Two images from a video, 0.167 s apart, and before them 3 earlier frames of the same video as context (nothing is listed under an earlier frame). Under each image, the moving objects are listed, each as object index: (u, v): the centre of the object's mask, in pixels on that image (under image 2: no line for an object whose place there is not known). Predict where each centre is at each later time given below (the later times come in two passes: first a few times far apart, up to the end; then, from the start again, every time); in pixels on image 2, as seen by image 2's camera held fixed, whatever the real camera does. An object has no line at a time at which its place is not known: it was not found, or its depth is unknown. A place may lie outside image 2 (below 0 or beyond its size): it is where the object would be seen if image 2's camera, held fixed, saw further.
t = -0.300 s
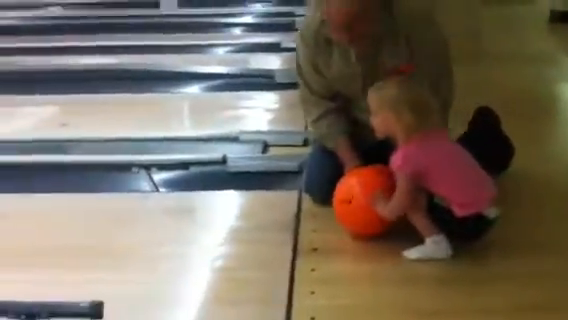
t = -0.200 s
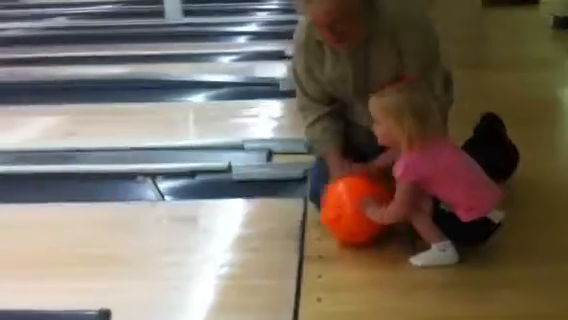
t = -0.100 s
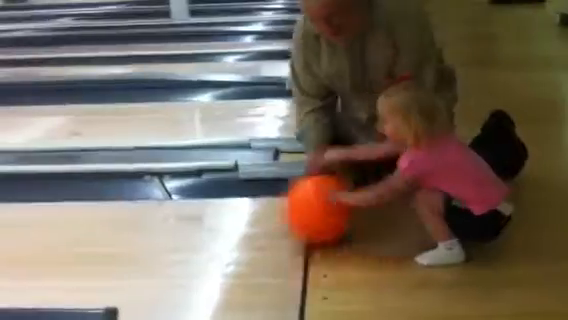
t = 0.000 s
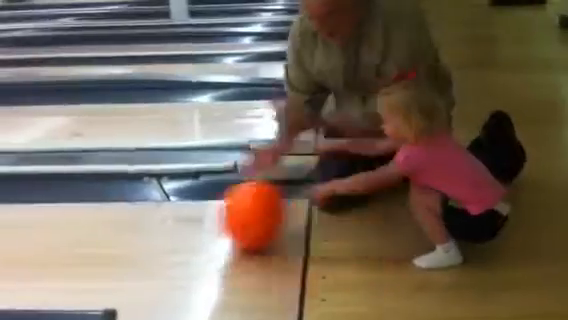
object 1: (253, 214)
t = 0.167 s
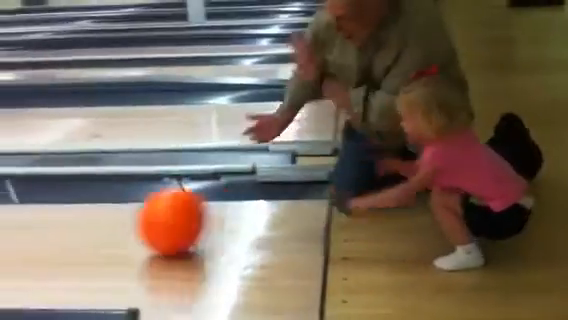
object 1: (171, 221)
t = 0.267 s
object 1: (113, 222)
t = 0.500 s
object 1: (10, 225)
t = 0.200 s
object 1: (152, 222)
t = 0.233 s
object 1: (132, 222)
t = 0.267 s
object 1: (113, 222)
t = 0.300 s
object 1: (94, 223)
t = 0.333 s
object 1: (75, 223)
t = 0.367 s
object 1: (56, 224)
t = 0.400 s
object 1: (38, 225)
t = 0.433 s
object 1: (24, 226)
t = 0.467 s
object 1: (16, 225)
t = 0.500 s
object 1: (10, 225)
